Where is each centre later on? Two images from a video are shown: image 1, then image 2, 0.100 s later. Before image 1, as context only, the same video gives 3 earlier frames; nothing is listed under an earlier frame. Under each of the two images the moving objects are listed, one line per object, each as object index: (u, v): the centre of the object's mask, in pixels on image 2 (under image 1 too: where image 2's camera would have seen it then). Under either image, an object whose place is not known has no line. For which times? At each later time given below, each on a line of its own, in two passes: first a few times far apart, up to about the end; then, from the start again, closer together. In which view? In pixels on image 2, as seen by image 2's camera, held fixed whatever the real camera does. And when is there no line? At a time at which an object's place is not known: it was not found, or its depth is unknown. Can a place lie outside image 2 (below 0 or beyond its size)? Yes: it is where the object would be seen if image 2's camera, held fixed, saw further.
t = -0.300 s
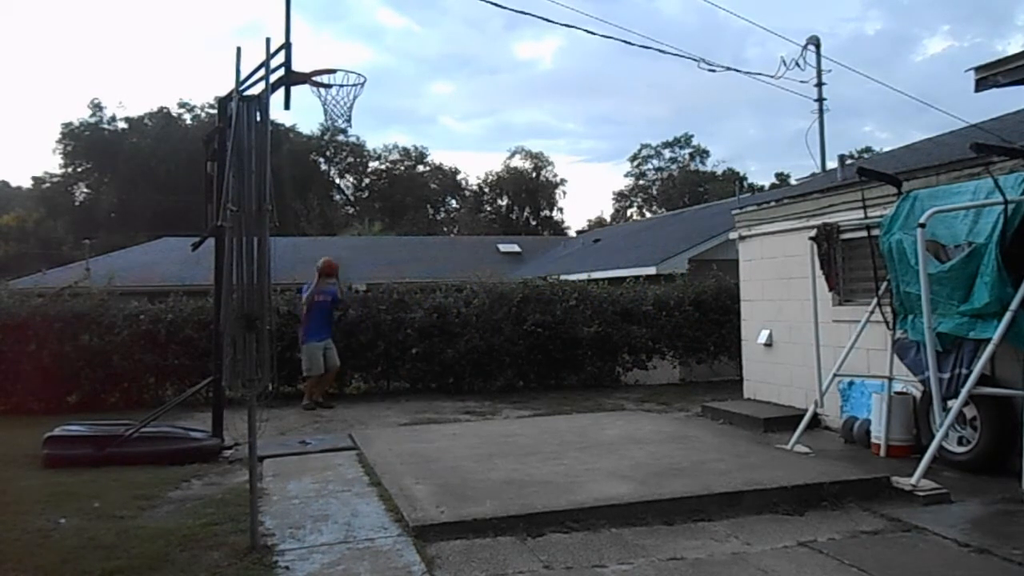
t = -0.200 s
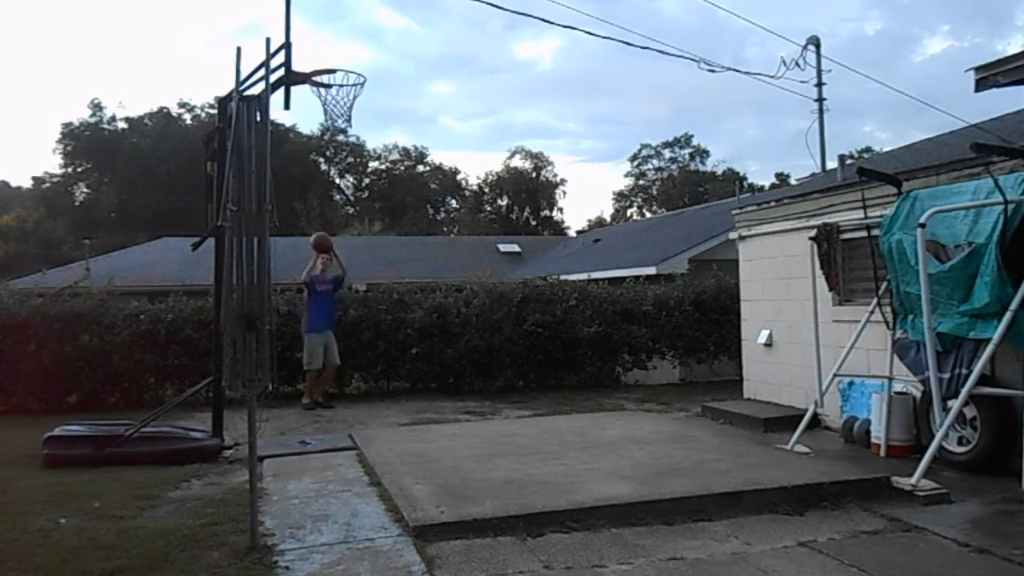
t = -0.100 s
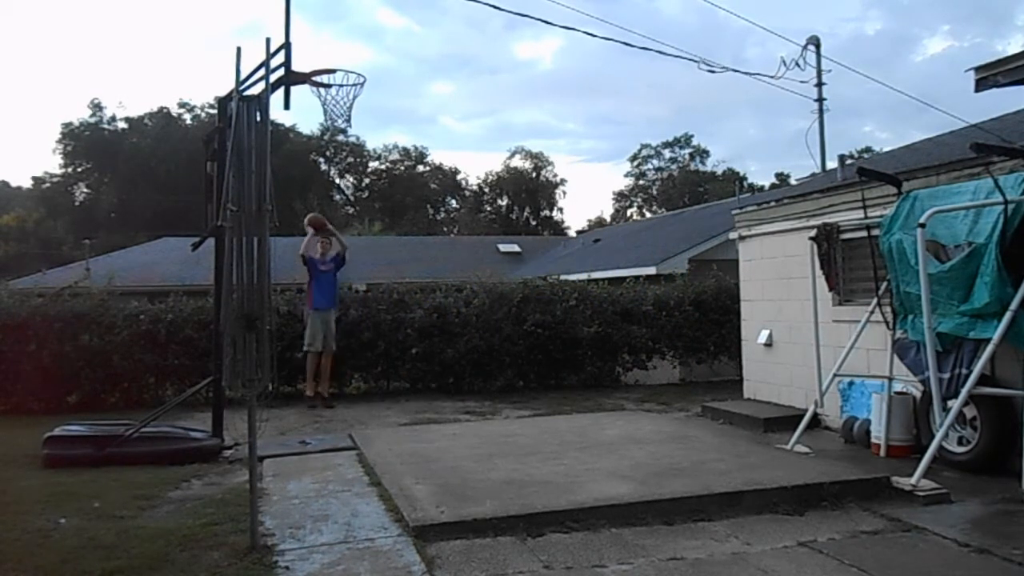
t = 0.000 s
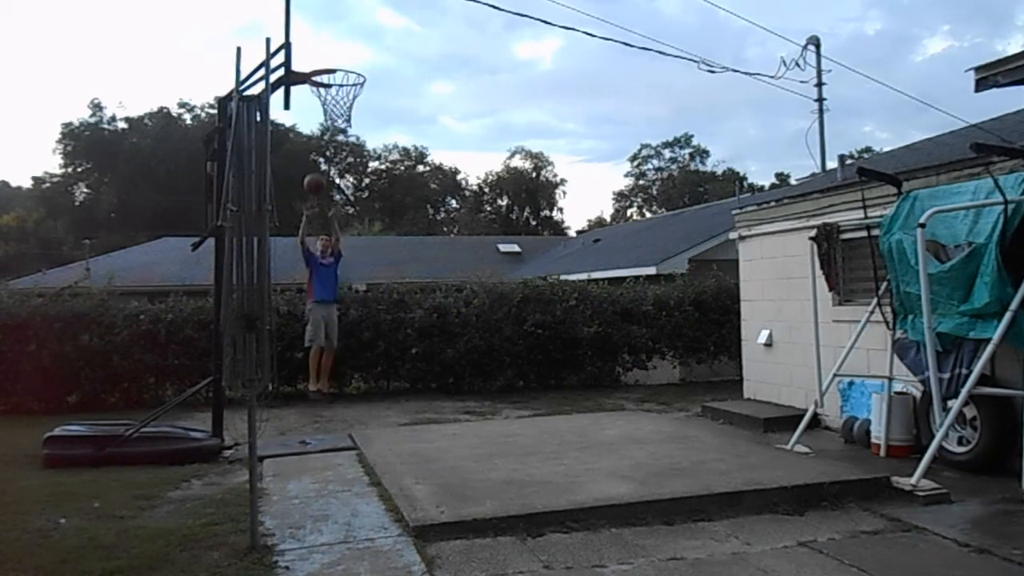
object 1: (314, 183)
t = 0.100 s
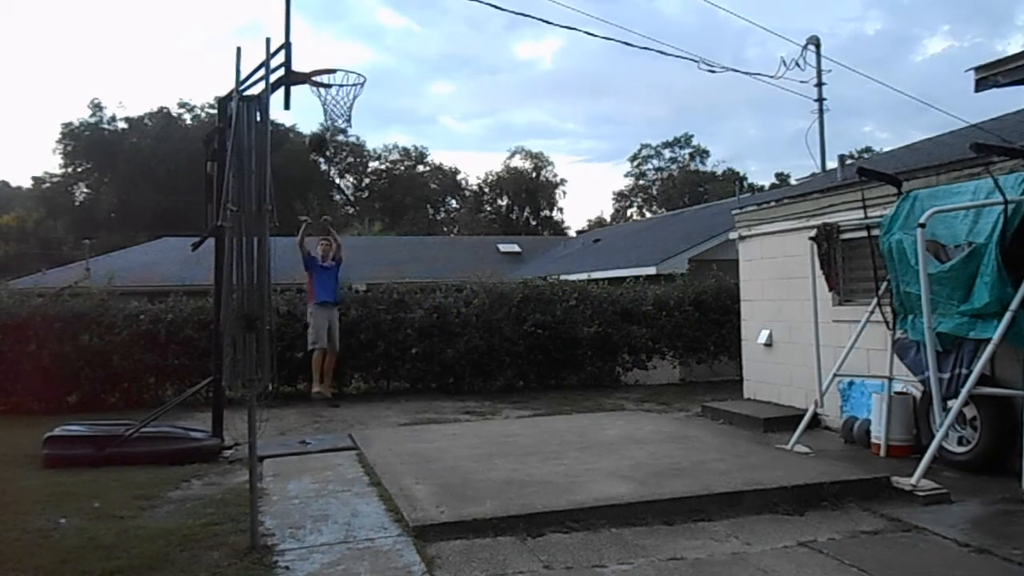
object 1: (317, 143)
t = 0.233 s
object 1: (321, 95)
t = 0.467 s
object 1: (330, 44)
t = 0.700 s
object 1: (342, 44)
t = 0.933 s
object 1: (350, 46)
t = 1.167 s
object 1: (357, 85)
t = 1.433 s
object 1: (366, 235)
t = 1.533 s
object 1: (373, 325)
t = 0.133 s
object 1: (318, 130)
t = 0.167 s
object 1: (319, 117)
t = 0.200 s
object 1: (320, 106)
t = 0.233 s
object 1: (321, 95)
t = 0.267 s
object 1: (322, 85)
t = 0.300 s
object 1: (324, 76)
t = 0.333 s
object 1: (325, 68)
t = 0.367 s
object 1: (326, 59)
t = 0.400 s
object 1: (328, 54)
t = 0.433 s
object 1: (329, 48)
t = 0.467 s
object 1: (330, 44)
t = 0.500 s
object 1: (332, 41)
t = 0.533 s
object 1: (333, 38)
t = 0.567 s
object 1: (335, 37)
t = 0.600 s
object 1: (337, 37)
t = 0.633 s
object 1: (338, 38)
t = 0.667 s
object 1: (340, 40)
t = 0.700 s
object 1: (342, 44)
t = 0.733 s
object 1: (344, 49)
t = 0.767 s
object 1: (346, 56)
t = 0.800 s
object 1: (347, 53)
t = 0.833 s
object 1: (347, 49)
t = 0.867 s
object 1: (348, 47)
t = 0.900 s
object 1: (349, 46)
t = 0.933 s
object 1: (350, 46)
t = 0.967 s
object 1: (350, 47)
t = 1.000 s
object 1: (351, 50)
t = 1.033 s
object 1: (353, 54)
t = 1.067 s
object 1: (354, 59)
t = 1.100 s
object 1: (355, 67)
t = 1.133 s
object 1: (356, 75)
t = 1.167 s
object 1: (357, 85)
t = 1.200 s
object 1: (358, 98)
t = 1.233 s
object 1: (359, 112)
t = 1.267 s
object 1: (361, 127)
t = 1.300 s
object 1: (362, 145)
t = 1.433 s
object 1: (366, 235)
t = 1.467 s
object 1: (369, 265)
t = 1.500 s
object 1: (369, 292)
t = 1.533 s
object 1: (373, 325)
